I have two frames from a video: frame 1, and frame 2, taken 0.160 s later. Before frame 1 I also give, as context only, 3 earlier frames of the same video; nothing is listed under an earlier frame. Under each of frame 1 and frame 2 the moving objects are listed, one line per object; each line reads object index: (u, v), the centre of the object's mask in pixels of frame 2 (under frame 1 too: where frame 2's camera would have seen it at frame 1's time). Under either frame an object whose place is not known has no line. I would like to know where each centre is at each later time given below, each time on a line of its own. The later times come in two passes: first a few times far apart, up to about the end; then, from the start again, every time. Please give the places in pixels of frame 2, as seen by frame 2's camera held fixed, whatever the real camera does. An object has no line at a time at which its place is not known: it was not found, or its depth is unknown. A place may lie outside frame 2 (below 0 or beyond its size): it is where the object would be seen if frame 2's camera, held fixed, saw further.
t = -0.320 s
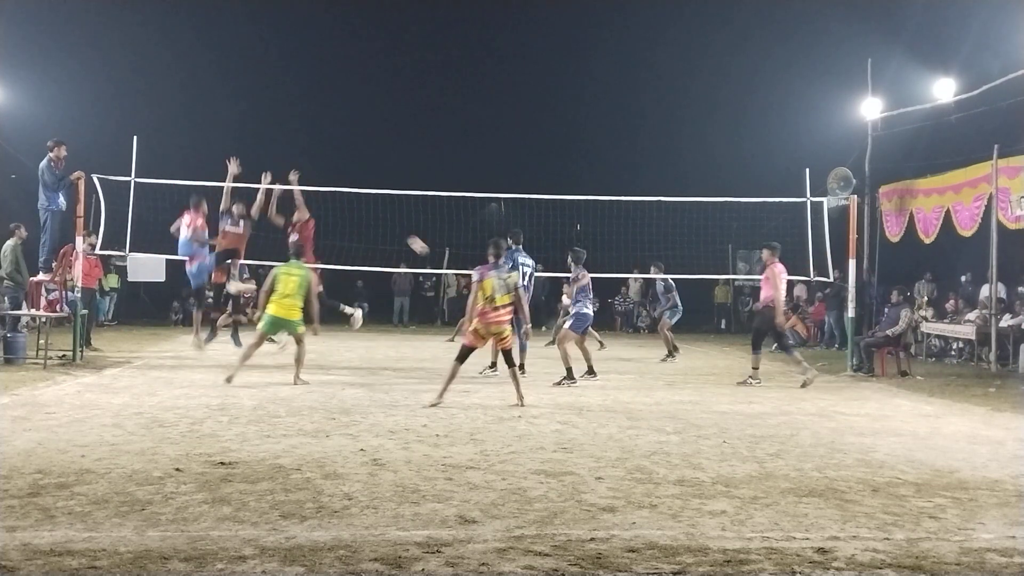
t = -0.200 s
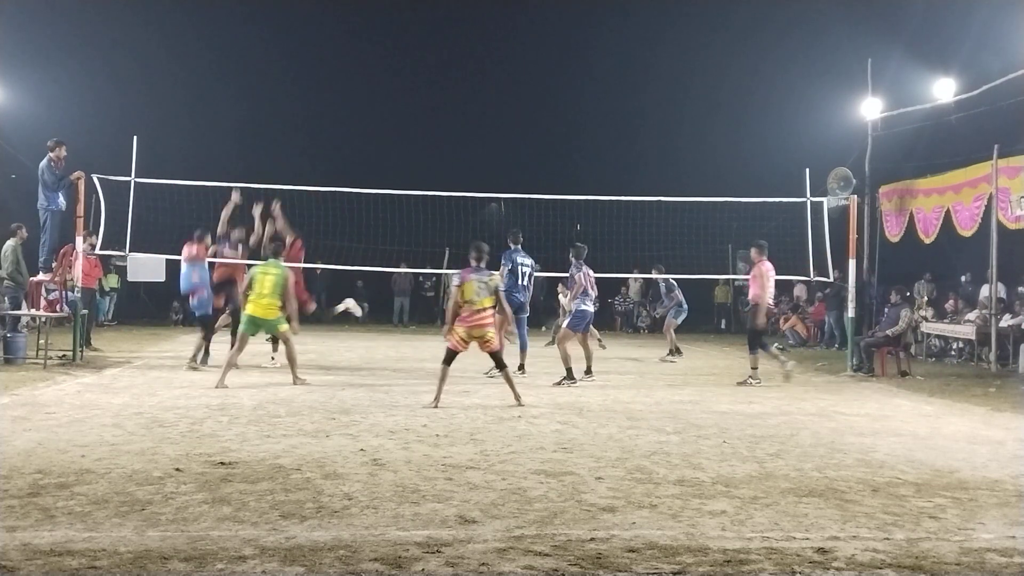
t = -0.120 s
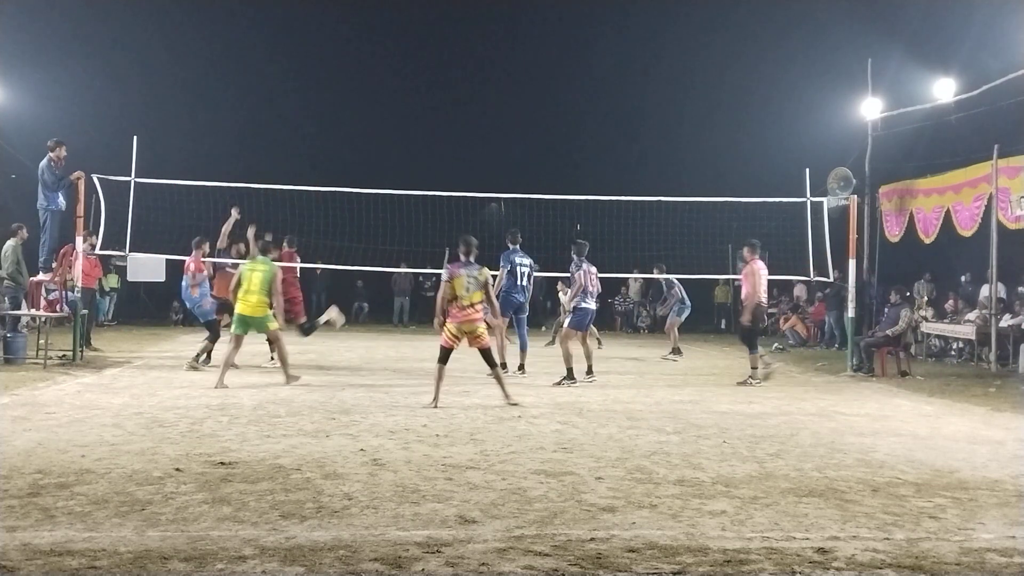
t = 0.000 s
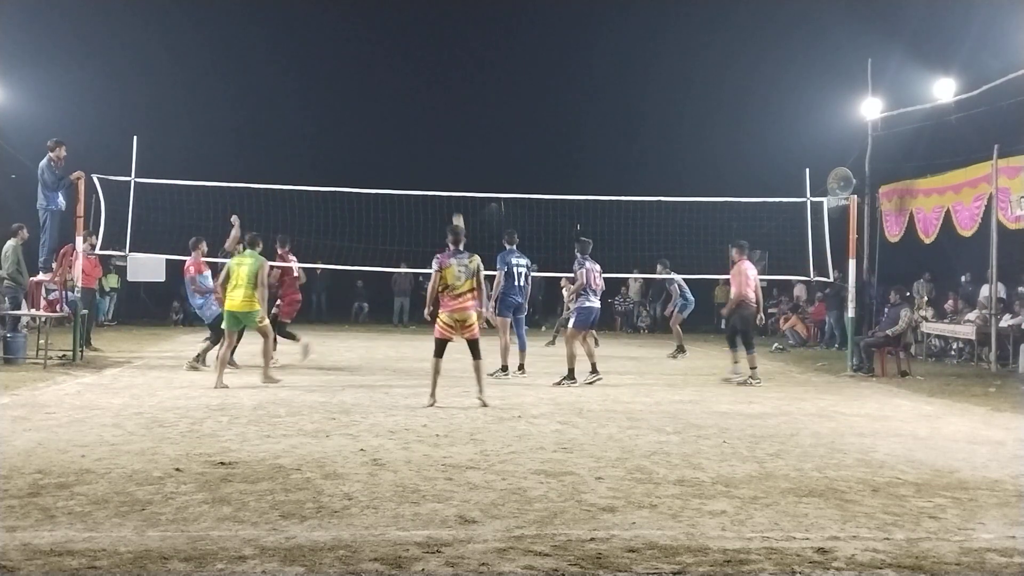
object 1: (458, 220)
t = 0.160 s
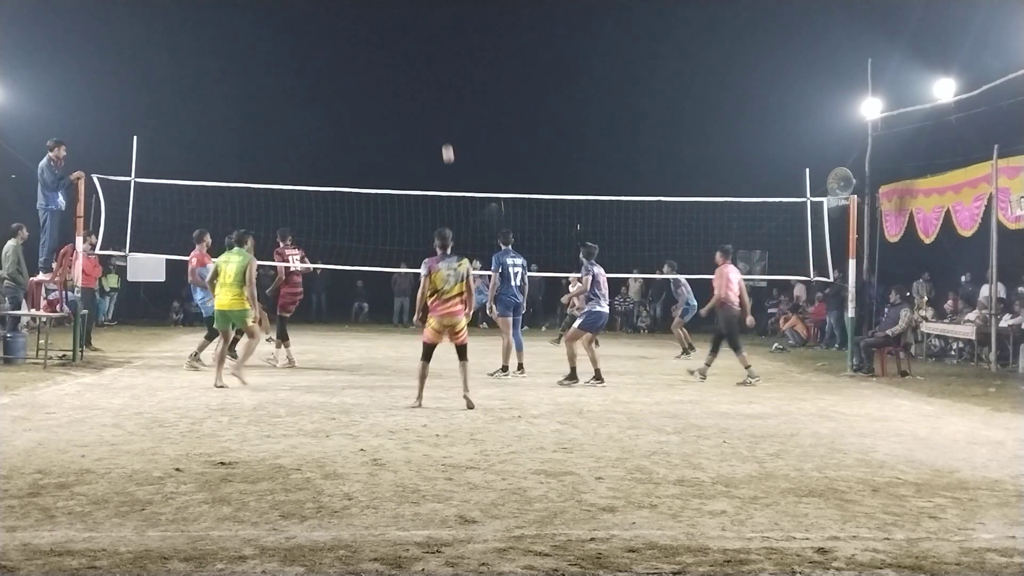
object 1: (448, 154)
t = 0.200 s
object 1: (445, 138)
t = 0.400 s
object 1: (433, 73)
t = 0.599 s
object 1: (420, 29)
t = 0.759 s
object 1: (411, 8)
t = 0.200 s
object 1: (445, 138)
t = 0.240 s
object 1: (443, 124)
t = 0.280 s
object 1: (440, 110)
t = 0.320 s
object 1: (437, 97)
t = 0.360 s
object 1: (435, 84)
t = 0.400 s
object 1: (433, 73)
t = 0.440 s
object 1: (430, 63)
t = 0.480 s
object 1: (428, 53)
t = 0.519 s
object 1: (425, 44)
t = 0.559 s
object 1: (423, 36)
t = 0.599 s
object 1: (420, 29)
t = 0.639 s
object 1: (418, 22)
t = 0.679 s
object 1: (415, 17)
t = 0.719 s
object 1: (413, 12)
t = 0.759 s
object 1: (411, 8)
